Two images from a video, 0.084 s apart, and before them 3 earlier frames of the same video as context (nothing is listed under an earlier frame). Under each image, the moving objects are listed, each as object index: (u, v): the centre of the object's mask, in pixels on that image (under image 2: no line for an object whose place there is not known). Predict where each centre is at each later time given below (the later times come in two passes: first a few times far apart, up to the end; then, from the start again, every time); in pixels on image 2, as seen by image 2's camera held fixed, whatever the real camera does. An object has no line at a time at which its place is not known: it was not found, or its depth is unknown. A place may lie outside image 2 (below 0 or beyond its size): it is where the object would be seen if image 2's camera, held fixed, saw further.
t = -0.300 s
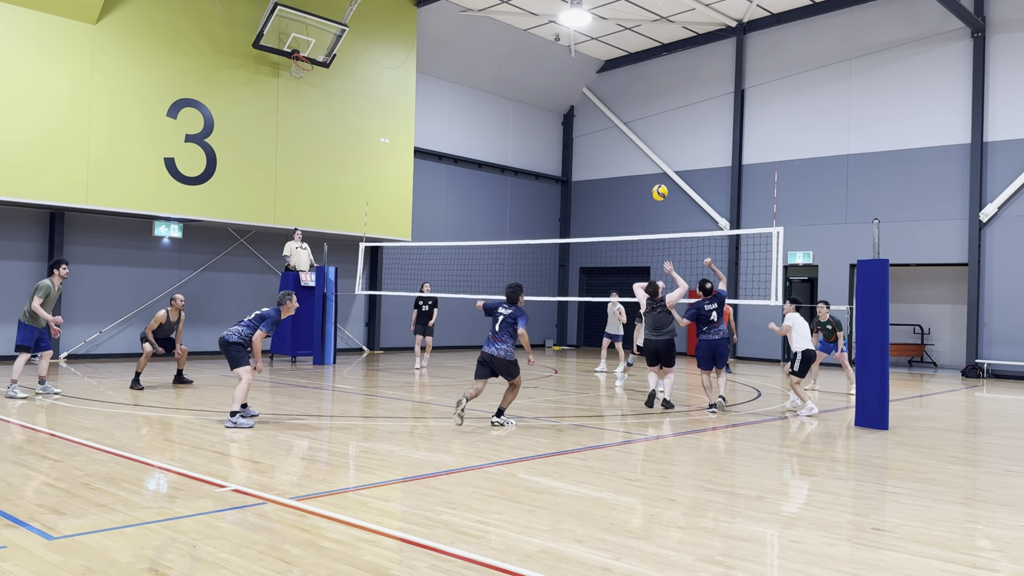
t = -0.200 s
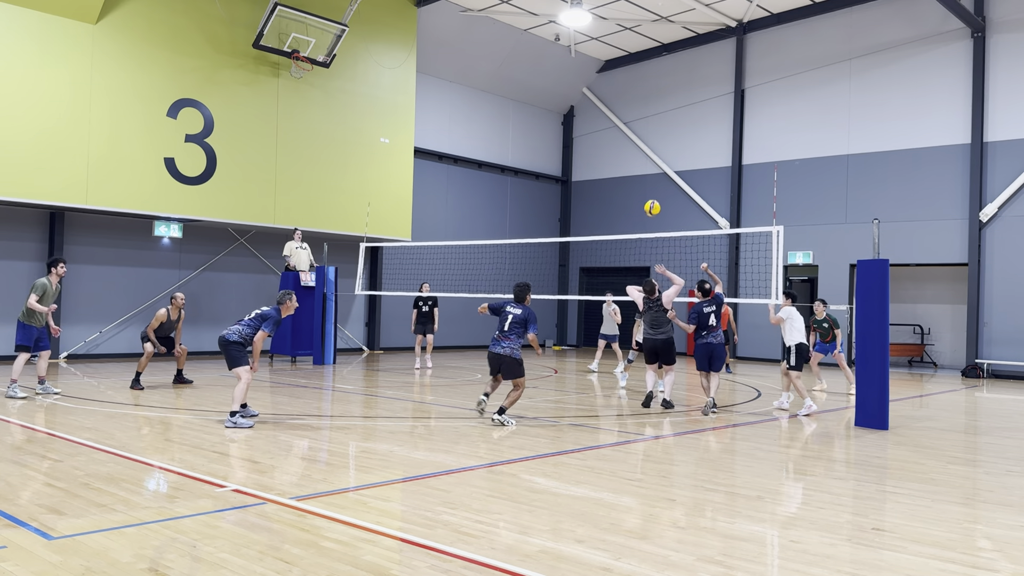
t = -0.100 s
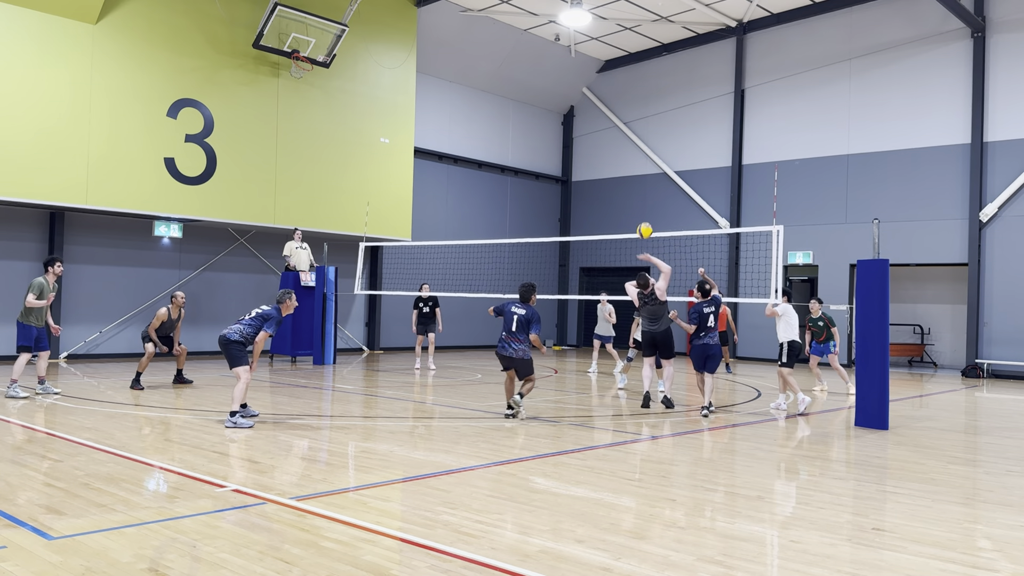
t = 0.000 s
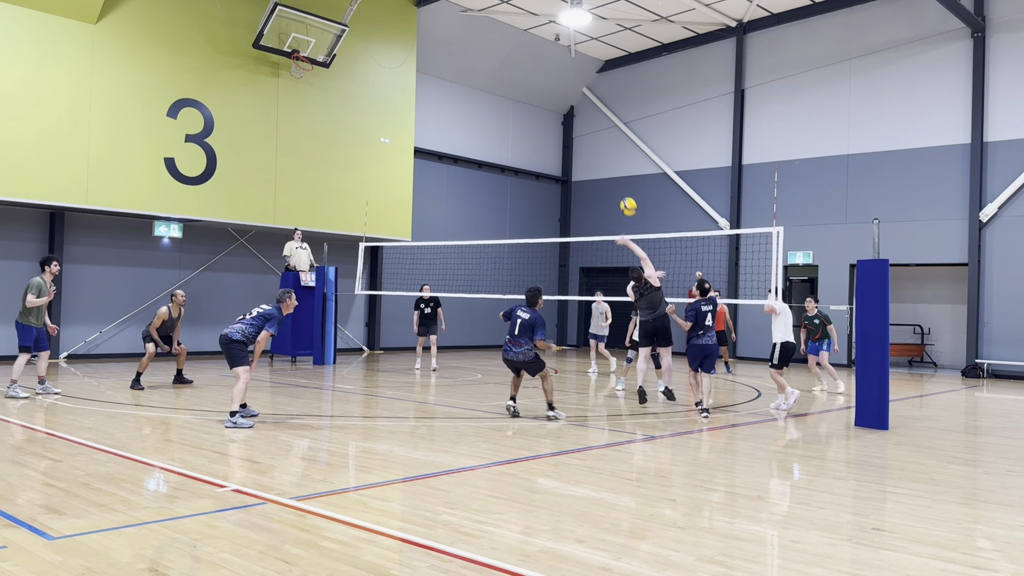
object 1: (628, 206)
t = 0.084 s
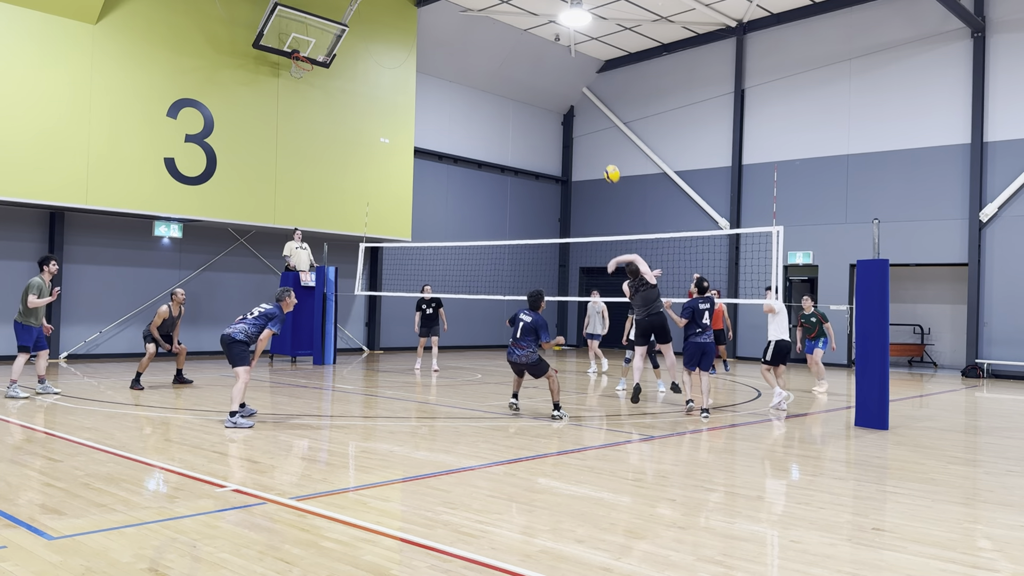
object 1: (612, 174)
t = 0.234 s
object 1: (584, 127)
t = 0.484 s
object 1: (536, 88)
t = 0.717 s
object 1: (492, 92)
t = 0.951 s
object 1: (448, 136)
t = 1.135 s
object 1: (415, 196)
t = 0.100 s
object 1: (609, 168)
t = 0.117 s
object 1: (605, 162)
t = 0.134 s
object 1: (602, 156)
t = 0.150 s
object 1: (599, 151)
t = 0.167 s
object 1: (596, 146)
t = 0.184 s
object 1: (593, 141)
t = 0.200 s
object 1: (590, 136)
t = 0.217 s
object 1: (586, 132)
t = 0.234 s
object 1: (584, 127)
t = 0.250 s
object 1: (580, 123)
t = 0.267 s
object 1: (577, 119)
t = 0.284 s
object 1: (574, 115)
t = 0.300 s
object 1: (571, 112)
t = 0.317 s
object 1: (568, 109)
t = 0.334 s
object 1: (565, 106)
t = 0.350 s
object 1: (561, 103)
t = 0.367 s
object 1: (558, 101)
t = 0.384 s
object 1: (555, 98)
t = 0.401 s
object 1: (552, 96)
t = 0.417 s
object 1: (549, 94)
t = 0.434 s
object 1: (545, 92)
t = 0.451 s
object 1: (542, 90)
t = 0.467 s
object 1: (539, 89)
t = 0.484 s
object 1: (536, 88)
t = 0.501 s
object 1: (533, 87)
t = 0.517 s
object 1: (530, 86)
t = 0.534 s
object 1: (526, 86)
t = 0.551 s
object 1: (523, 85)
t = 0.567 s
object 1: (520, 85)
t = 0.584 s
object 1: (517, 85)
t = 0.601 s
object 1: (514, 85)
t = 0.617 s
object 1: (511, 85)
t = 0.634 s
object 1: (507, 86)
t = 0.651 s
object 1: (504, 87)
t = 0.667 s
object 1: (501, 88)
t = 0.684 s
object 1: (498, 89)
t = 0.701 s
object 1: (495, 91)
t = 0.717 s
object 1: (492, 92)
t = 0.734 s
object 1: (489, 94)
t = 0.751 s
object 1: (485, 96)
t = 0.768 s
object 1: (482, 99)
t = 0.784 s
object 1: (479, 101)
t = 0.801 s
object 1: (476, 103)
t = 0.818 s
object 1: (473, 106)
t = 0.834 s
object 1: (470, 109)
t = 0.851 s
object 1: (467, 113)
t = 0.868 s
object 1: (464, 116)
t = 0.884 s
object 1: (460, 119)
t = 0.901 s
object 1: (457, 123)
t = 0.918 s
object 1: (454, 127)
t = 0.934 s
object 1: (451, 132)
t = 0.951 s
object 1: (448, 136)
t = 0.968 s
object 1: (445, 140)
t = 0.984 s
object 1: (442, 146)
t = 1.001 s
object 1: (439, 151)
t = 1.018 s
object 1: (436, 155)
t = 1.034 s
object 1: (433, 160)
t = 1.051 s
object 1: (430, 166)
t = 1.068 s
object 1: (427, 171)
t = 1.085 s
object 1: (424, 178)
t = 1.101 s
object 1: (421, 184)
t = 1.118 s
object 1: (418, 190)
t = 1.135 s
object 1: (415, 196)
